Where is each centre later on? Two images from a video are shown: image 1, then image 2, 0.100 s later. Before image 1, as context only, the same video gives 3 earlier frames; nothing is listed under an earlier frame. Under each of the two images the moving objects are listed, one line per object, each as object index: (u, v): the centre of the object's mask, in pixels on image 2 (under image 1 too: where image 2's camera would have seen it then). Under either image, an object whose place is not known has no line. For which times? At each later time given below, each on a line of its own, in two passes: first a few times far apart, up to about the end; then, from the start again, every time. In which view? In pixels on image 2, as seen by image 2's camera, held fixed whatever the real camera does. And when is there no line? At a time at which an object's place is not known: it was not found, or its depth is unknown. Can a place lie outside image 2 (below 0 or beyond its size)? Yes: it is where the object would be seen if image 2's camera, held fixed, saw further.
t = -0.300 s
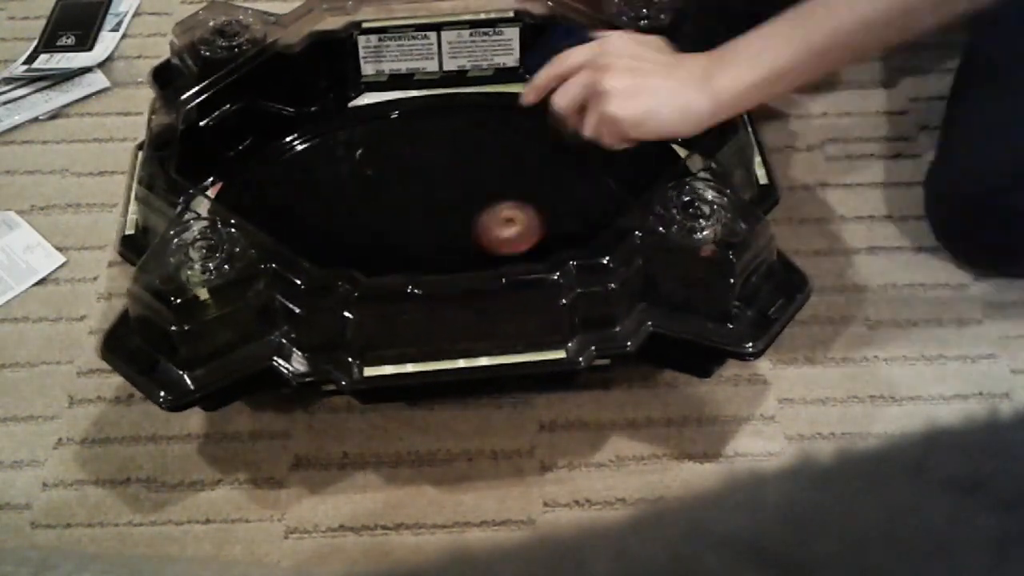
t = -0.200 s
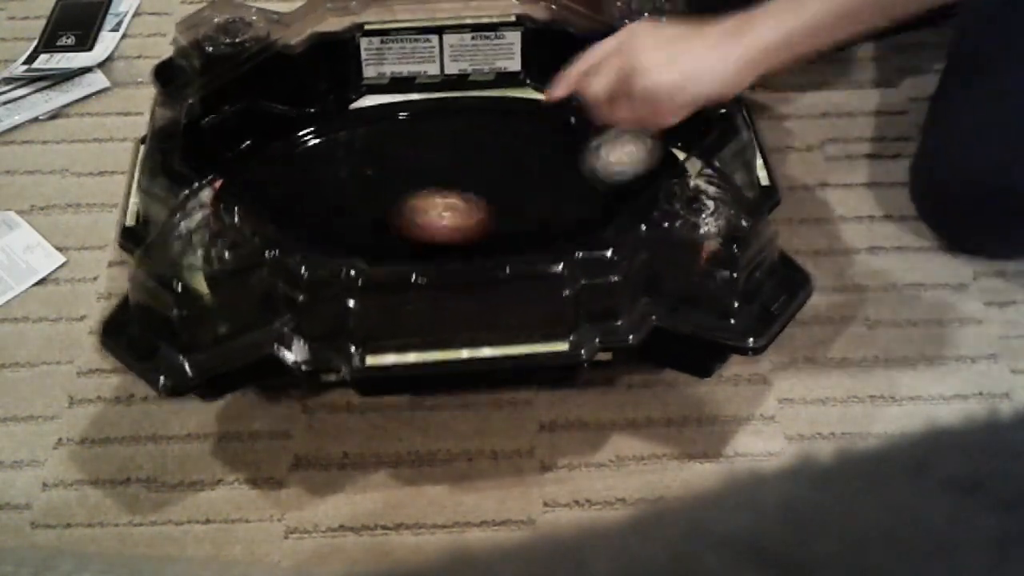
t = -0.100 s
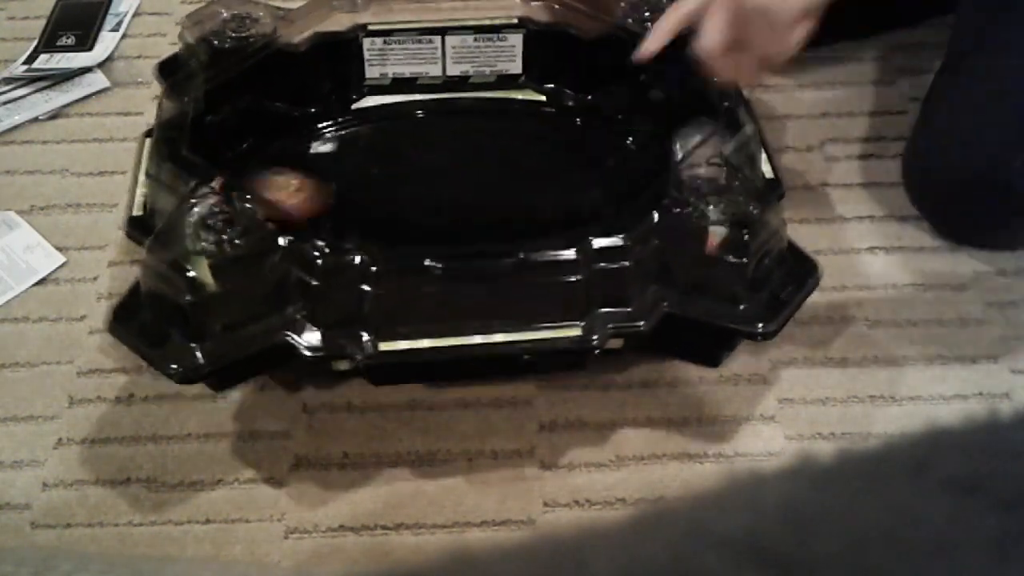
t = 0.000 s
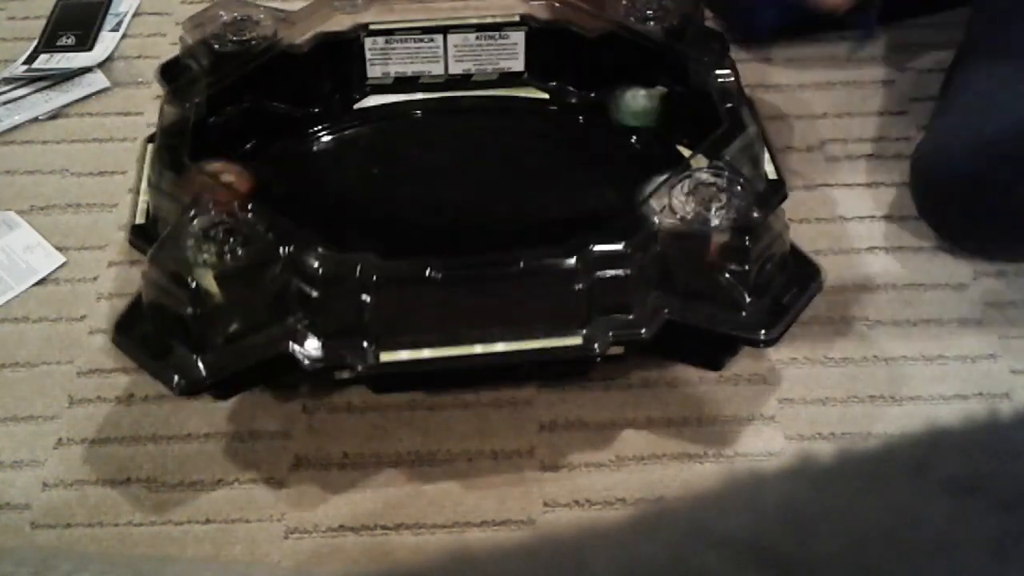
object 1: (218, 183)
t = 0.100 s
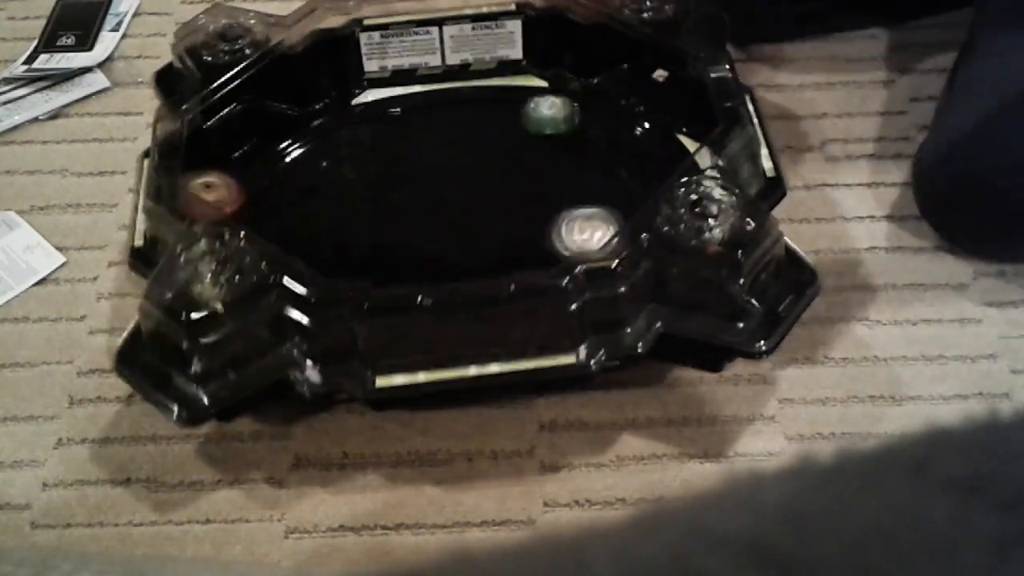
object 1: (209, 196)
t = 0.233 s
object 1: (209, 191)
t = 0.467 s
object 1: (276, 169)
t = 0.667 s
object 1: (327, 192)
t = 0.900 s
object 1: (444, 214)
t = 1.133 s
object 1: (487, 141)
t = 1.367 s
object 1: (495, 137)
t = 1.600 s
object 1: (507, 188)
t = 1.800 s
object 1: (509, 227)
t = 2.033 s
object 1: (409, 252)
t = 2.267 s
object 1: (350, 257)
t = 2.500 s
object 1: (349, 226)
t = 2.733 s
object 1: (396, 211)
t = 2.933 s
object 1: (463, 224)
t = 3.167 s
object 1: (525, 244)
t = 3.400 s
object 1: (511, 260)
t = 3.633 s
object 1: (484, 246)
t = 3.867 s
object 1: (490, 210)
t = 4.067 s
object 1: (507, 213)
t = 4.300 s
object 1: (499, 235)
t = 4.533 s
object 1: (451, 236)
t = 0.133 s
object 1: (209, 197)
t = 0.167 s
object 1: (208, 196)
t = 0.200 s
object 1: (211, 193)
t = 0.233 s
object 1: (209, 191)
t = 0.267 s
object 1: (216, 192)
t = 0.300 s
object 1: (228, 192)
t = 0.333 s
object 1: (246, 191)
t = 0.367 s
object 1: (259, 192)
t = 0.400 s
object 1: (259, 175)
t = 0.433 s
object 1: (265, 170)
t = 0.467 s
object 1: (276, 169)
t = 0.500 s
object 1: (276, 171)
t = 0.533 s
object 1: (284, 170)
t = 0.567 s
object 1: (292, 173)
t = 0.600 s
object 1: (302, 176)
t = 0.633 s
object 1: (314, 182)
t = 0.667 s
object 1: (327, 192)
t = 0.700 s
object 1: (341, 205)
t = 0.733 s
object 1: (354, 217)
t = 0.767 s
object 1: (369, 229)
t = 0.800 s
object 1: (392, 238)
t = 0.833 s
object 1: (425, 238)
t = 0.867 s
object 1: (434, 225)
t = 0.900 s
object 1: (444, 214)
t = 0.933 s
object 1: (453, 205)
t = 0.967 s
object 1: (462, 197)
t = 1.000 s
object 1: (471, 193)
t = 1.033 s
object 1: (478, 189)
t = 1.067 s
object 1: (482, 176)
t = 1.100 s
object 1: (484, 156)
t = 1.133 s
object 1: (487, 141)
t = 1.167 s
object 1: (489, 131)
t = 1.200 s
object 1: (491, 124)
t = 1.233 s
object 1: (492, 122)
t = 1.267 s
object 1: (493, 123)
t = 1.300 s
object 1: (494, 126)
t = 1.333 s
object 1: (495, 130)
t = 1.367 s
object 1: (495, 137)
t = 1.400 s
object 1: (496, 144)
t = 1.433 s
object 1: (497, 151)
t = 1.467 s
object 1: (498, 159)
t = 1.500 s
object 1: (499, 166)
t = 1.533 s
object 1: (502, 173)
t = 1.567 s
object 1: (504, 180)
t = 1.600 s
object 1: (507, 188)
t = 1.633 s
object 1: (509, 195)
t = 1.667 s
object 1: (510, 202)
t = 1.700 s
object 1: (511, 209)
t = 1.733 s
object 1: (512, 215)
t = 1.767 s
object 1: (511, 221)
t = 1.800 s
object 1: (509, 227)
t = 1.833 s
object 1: (500, 224)
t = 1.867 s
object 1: (482, 224)
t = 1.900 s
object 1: (467, 235)
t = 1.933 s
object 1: (450, 239)
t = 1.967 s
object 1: (435, 244)
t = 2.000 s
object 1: (421, 248)
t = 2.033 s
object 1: (409, 252)
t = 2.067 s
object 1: (398, 255)
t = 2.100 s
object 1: (387, 258)
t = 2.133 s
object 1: (378, 259)
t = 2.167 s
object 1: (369, 260)
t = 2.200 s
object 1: (362, 260)
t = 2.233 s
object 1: (355, 259)
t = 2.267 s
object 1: (350, 257)
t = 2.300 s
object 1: (346, 255)
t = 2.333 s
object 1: (343, 251)
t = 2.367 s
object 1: (343, 246)
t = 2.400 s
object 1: (343, 241)
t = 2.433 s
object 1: (344, 235)
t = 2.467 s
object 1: (346, 231)
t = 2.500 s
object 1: (349, 226)
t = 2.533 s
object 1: (354, 222)
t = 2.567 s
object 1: (359, 218)
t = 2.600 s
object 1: (365, 215)
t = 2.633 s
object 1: (372, 212)
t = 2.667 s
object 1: (379, 211)
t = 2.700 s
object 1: (387, 210)
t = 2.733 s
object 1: (396, 211)
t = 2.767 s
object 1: (404, 212)
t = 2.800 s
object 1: (415, 214)
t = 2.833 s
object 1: (426, 217)
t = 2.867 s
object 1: (438, 220)
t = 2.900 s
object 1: (450, 224)
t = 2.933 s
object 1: (463, 224)
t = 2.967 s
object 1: (477, 225)
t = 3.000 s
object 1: (491, 228)
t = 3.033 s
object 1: (502, 230)
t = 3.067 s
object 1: (511, 234)
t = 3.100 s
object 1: (517, 238)
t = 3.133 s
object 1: (522, 241)
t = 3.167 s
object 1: (525, 244)
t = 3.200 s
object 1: (527, 247)
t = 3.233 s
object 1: (526, 250)
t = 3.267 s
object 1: (525, 252)
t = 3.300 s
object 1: (522, 255)
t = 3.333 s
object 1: (519, 258)
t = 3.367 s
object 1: (515, 259)
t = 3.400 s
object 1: (511, 260)
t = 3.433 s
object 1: (505, 260)
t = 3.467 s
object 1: (499, 259)
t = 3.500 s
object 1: (494, 258)
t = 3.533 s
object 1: (490, 256)
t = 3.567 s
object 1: (489, 255)
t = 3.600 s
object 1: (486, 251)
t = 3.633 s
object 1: (484, 246)
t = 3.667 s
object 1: (483, 241)
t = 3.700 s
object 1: (481, 235)
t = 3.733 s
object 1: (481, 229)
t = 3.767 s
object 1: (481, 218)
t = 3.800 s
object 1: (484, 214)
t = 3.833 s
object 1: (488, 212)
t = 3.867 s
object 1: (490, 210)
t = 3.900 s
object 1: (494, 209)
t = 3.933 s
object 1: (497, 208)
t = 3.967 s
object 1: (500, 208)
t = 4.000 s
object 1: (502, 210)
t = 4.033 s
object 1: (505, 210)
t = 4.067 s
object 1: (507, 213)
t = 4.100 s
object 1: (508, 215)
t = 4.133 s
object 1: (509, 218)
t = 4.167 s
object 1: (509, 221)
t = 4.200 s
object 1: (509, 224)
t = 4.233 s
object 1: (506, 229)
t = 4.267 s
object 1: (504, 231)
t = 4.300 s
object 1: (499, 235)
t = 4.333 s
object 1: (494, 237)
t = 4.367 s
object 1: (489, 239)
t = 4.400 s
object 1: (482, 240)
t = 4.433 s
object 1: (474, 240)
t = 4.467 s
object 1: (465, 239)
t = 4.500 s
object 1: (458, 238)
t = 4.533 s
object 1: (451, 236)
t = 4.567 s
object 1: (443, 233)
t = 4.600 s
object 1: (437, 229)
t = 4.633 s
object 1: (432, 225)
